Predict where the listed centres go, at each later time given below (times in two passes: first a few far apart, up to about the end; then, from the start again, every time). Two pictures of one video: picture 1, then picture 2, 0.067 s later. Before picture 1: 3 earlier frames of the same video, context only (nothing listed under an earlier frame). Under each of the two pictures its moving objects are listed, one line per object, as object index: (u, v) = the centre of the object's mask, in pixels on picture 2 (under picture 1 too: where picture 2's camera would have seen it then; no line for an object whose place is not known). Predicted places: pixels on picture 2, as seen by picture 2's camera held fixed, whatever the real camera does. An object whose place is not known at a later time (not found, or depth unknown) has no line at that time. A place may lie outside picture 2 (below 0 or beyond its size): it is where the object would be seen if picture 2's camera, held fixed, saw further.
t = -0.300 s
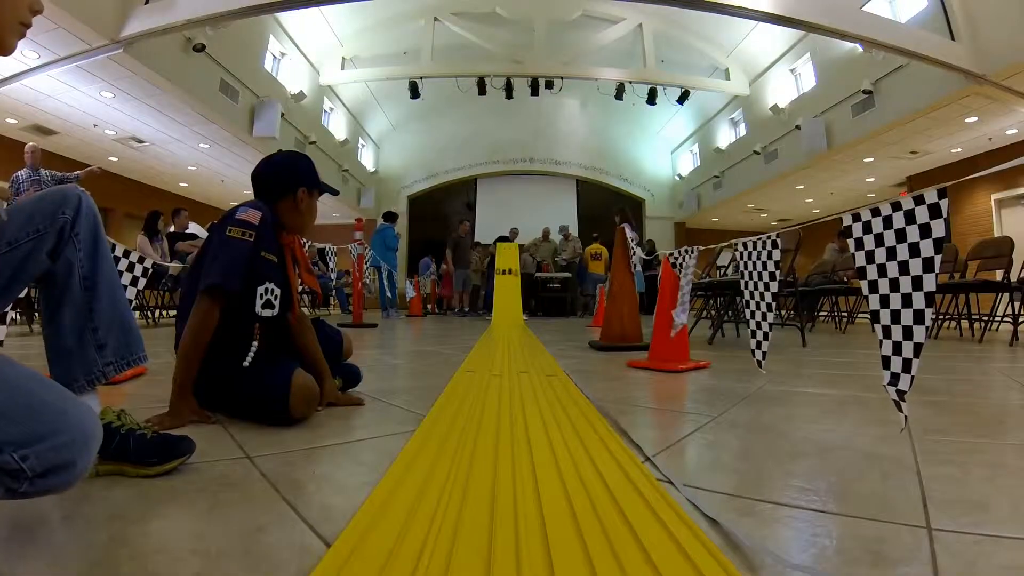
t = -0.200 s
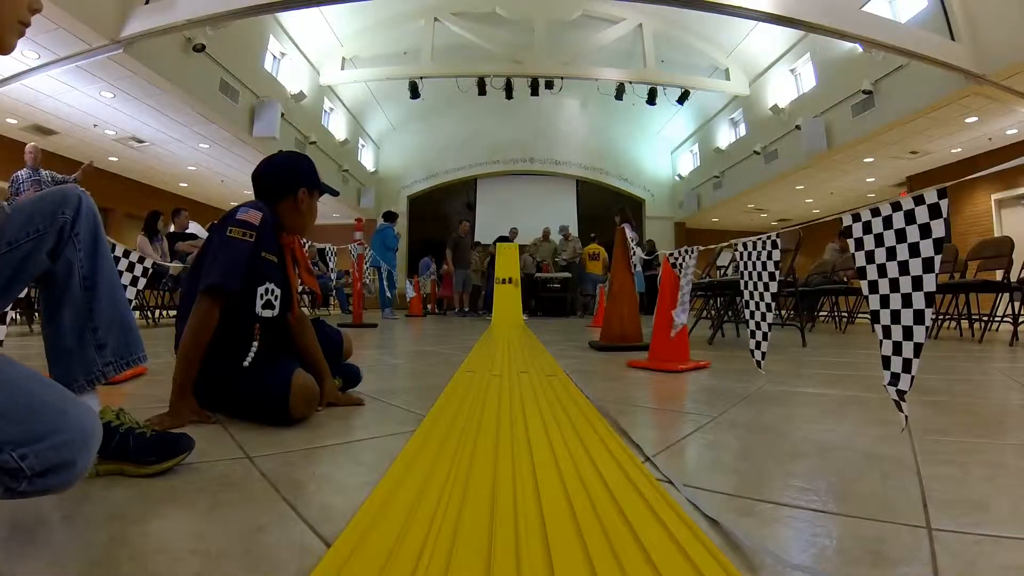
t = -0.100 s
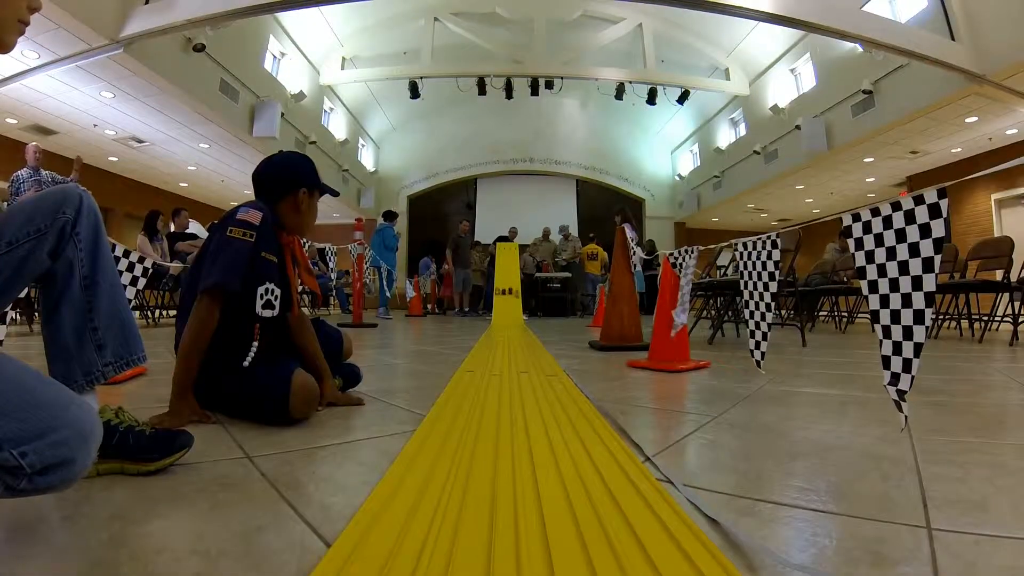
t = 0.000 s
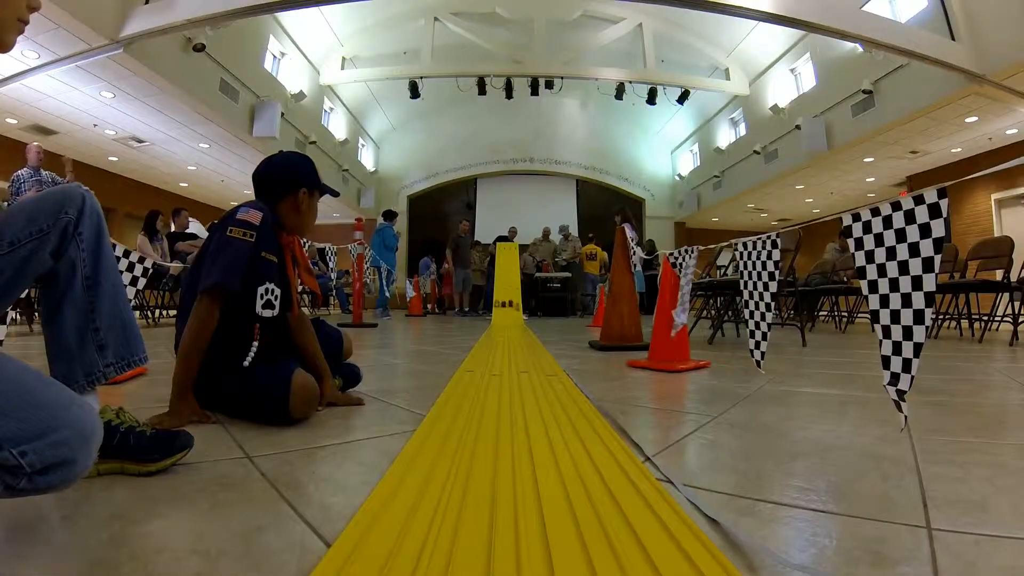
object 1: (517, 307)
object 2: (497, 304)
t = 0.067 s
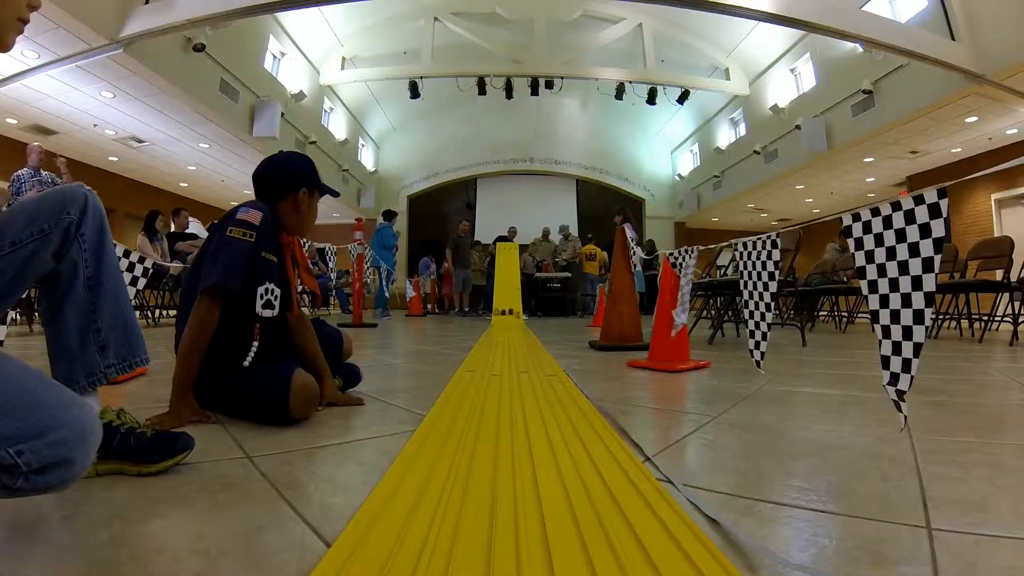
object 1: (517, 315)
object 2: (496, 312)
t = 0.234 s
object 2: (494, 322)
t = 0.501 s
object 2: (492, 328)
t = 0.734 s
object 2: (487, 336)
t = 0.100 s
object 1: (518, 318)
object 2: (496, 316)
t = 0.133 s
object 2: (495, 318)
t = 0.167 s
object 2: (495, 321)
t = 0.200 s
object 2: (494, 322)
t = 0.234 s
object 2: (494, 322)
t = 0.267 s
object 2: (494, 323)
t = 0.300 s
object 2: (495, 324)
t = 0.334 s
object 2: (493, 325)
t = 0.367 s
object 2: (493, 326)
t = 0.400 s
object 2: (493, 326)
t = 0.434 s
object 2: (492, 327)
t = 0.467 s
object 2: (492, 327)
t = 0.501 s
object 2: (492, 328)
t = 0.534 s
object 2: (491, 329)
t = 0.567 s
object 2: (490, 330)
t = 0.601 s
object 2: (489, 331)
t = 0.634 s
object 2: (489, 332)
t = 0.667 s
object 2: (488, 332)
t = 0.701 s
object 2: (488, 334)
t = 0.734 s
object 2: (487, 336)
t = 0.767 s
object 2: (486, 337)
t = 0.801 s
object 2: (485, 338)
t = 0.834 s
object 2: (484, 340)
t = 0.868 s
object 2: (483, 342)
